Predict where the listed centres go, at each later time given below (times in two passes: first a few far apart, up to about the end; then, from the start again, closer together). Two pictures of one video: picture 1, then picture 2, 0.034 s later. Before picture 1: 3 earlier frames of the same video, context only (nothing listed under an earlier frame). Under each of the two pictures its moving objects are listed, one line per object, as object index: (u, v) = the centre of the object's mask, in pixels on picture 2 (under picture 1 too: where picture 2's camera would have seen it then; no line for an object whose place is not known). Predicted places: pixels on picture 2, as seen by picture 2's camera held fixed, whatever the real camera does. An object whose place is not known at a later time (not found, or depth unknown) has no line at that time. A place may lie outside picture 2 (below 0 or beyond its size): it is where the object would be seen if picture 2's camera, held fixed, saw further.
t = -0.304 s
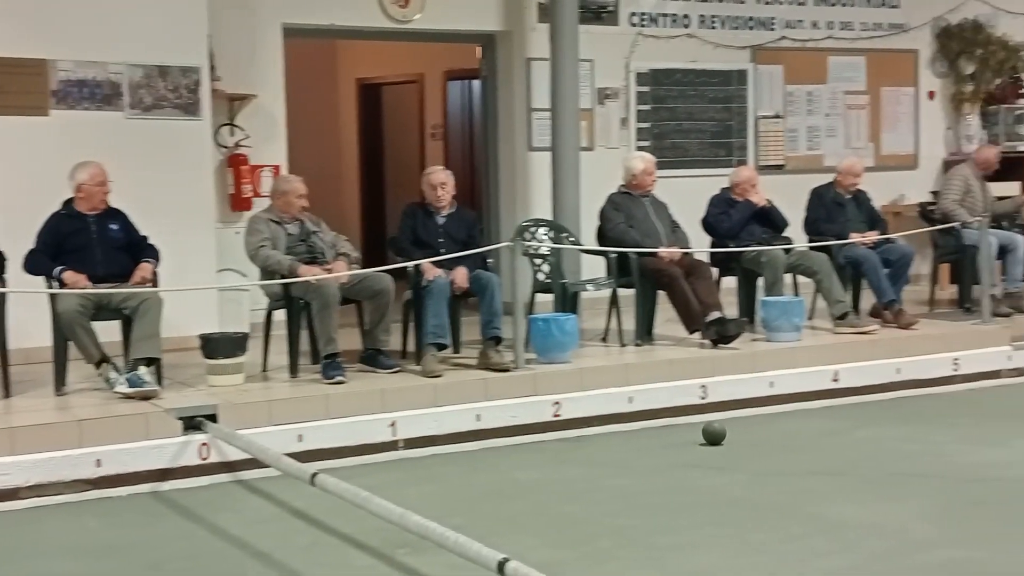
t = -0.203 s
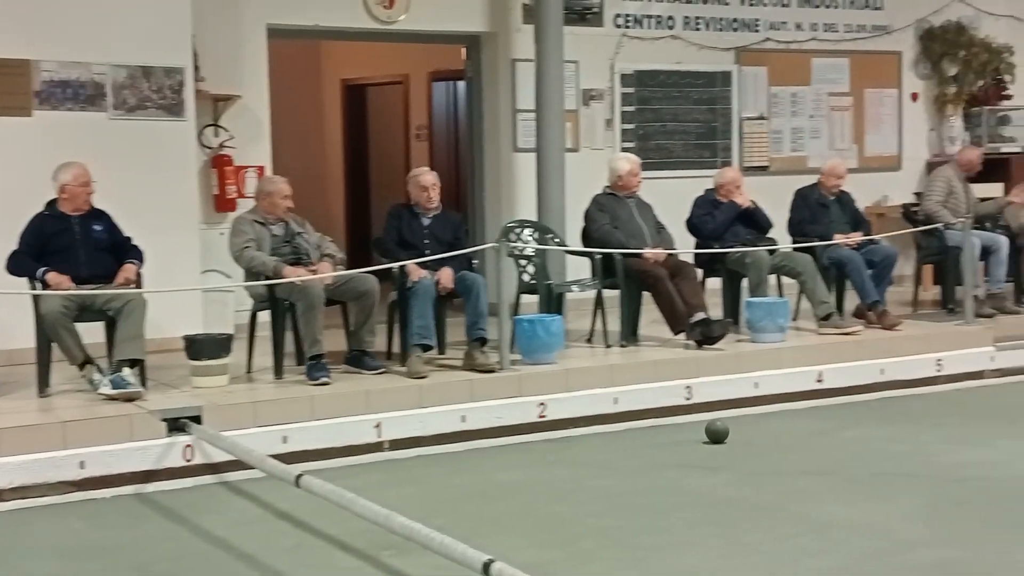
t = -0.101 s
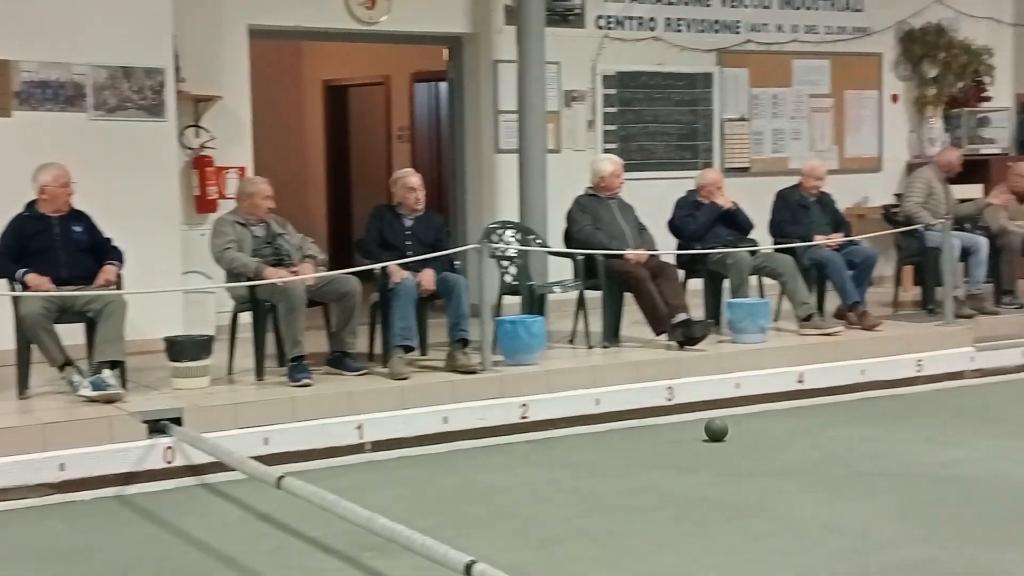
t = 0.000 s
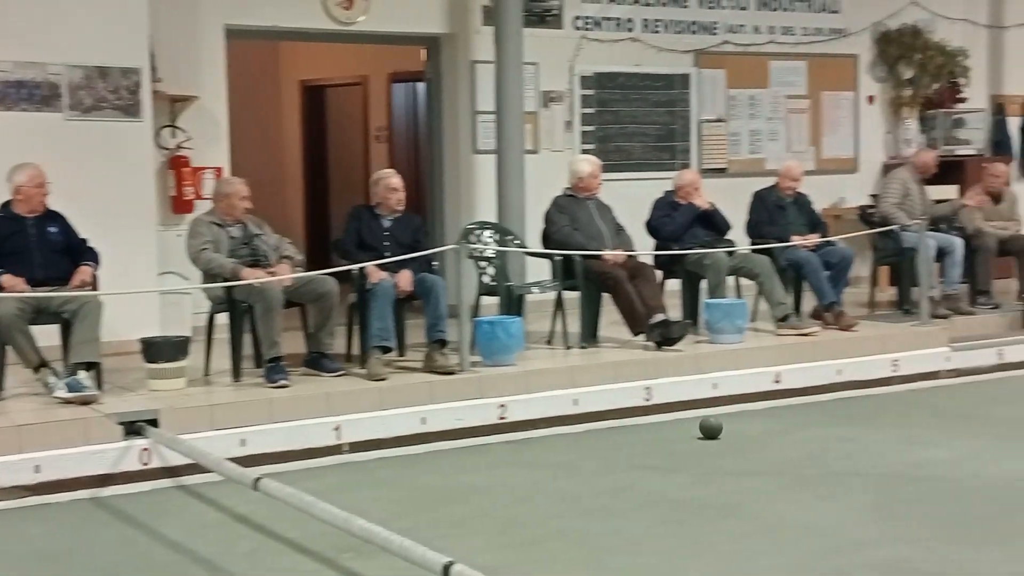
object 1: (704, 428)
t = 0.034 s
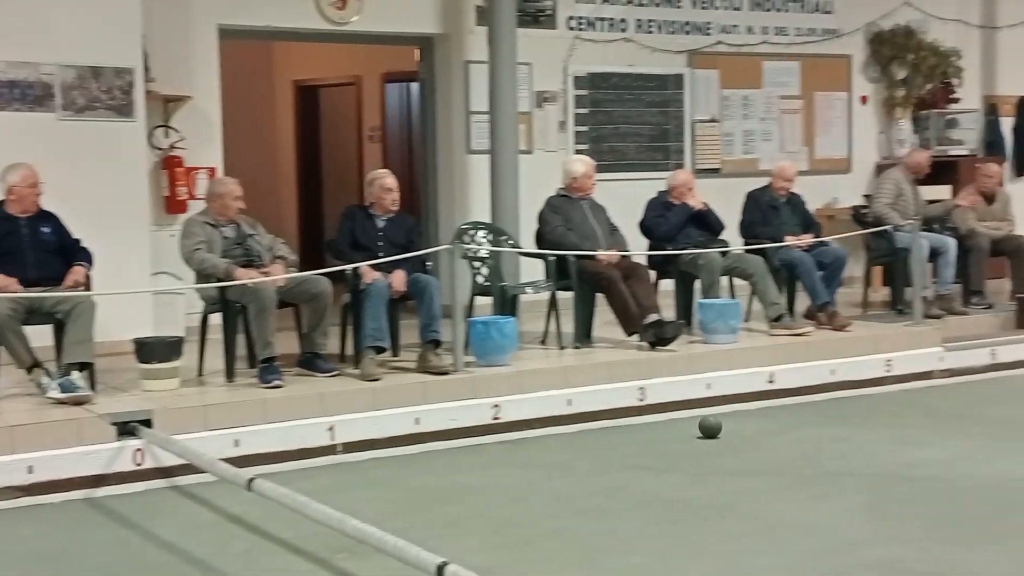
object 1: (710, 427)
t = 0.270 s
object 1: (748, 422)
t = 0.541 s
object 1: (789, 418)
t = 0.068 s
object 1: (715, 426)
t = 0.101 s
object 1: (721, 425)
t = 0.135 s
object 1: (726, 425)
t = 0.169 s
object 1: (732, 424)
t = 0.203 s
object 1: (737, 423)
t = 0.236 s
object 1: (743, 422)
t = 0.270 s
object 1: (748, 422)
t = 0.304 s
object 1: (753, 421)
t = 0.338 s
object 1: (758, 421)
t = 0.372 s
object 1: (763, 420)
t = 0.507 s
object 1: (783, 418)
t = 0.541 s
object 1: (789, 418)
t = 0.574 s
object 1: (793, 417)
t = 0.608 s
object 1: (798, 416)
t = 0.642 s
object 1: (803, 415)
